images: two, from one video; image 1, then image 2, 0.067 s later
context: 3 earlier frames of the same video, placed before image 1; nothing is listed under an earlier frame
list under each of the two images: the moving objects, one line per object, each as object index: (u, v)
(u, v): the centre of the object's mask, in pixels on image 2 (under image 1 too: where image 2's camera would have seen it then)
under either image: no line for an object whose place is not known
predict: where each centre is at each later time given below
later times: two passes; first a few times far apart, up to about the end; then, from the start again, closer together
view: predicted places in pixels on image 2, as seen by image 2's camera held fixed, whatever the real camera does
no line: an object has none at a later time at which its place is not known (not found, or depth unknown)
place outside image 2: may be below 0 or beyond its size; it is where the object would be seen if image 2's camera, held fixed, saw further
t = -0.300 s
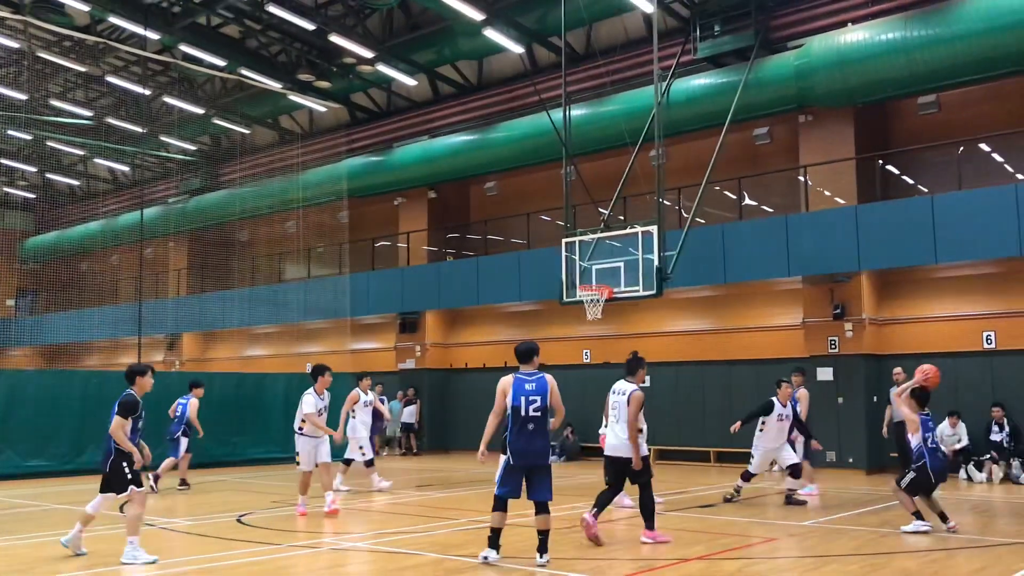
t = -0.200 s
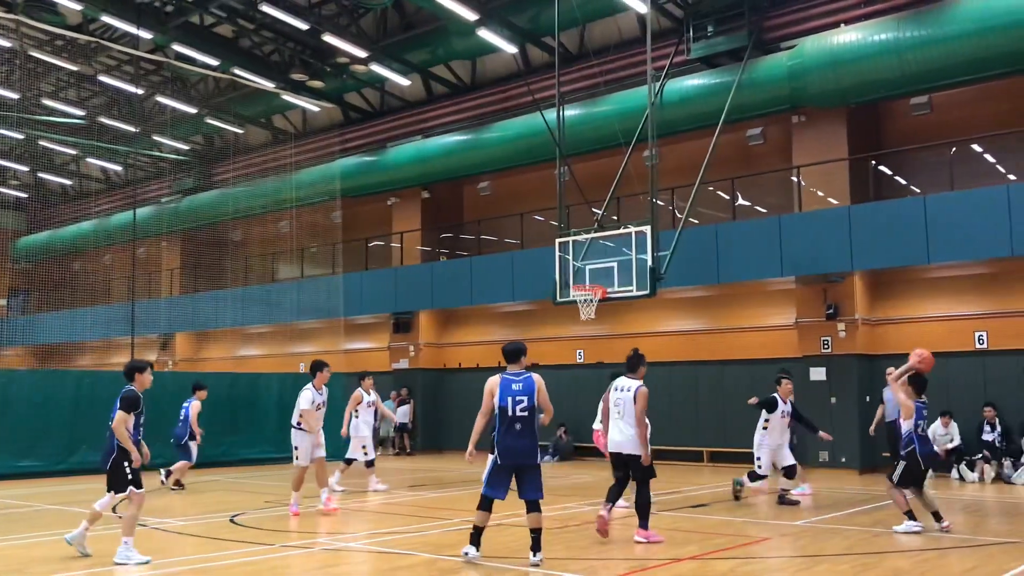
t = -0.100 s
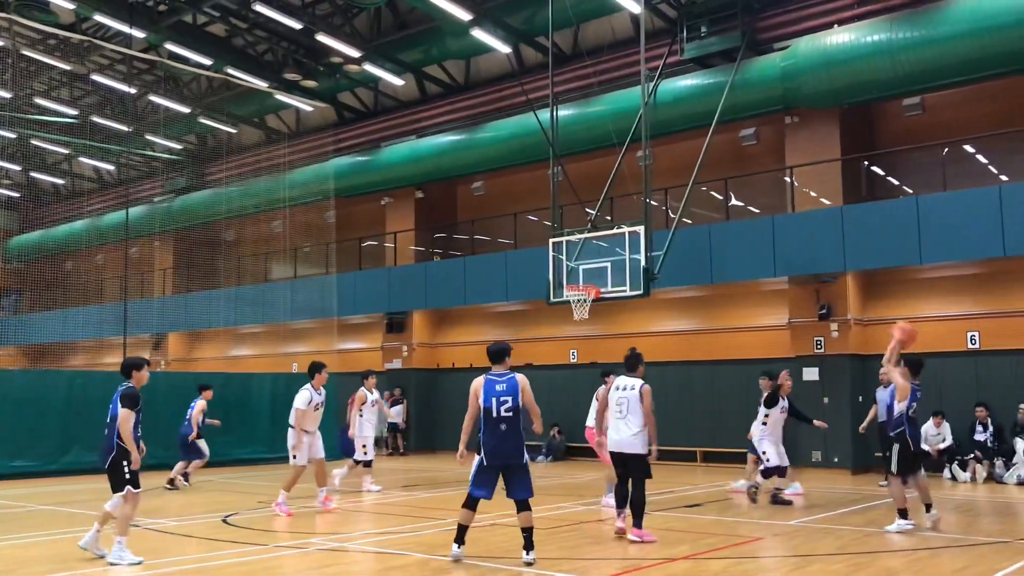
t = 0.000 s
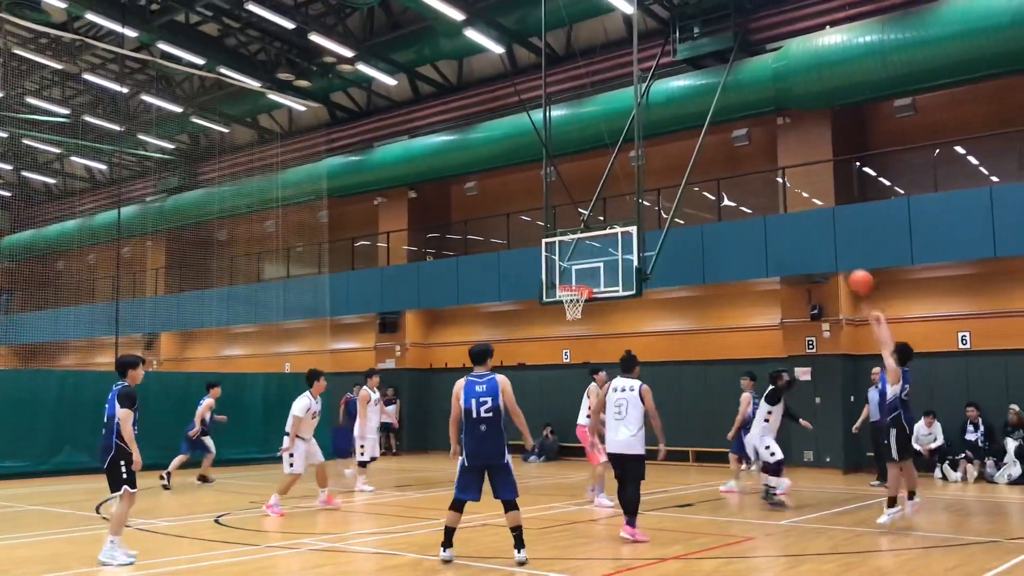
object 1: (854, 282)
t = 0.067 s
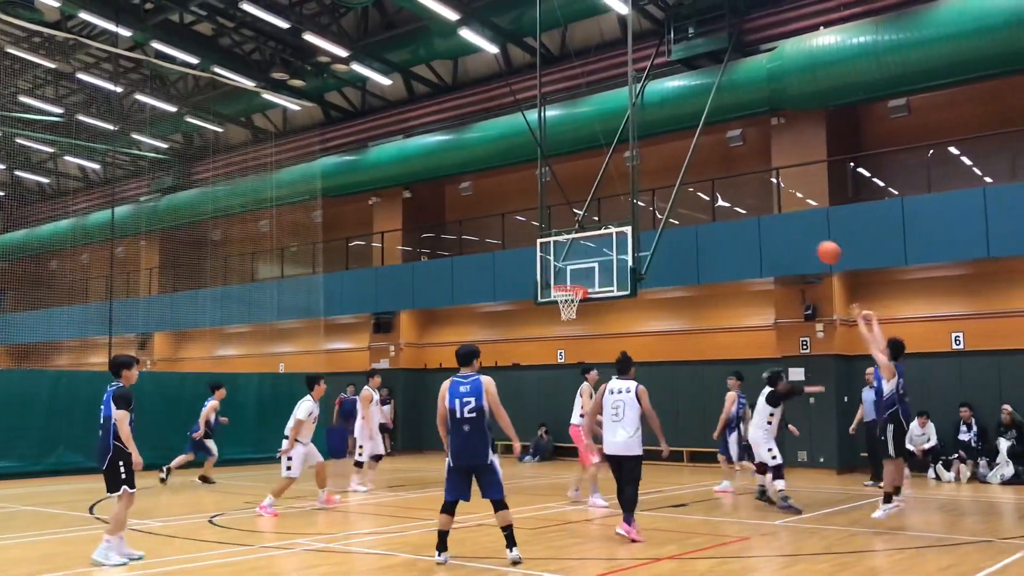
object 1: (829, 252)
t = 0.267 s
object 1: (758, 196)
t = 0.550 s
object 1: (681, 179)
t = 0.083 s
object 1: (823, 245)
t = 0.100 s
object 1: (816, 239)
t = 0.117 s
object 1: (810, 233)
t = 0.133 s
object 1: (804, 228)
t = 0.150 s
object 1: (798, 223)
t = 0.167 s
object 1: (792, 218)
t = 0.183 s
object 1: (786, 213)
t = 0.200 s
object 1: (780, 209)
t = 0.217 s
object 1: (775, 205)
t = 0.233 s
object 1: (768, 202)
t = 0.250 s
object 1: (764, 199)
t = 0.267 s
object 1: (758, 196)
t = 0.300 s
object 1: (748, 190)
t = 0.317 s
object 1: (743, 188)
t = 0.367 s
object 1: (729, 182)
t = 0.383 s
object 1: (724, 181)
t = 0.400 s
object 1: (720, 180)
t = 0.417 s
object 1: (714, 179)
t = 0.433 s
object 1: (710, 178)
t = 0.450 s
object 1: (706, 178)
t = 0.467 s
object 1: (701, 178)
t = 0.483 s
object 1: (697, 177)
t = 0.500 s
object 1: (693, 177)
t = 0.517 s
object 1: (689, 178)
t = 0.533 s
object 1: (685, 178)
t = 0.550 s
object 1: (681, 179)
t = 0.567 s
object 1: (676, 181)
